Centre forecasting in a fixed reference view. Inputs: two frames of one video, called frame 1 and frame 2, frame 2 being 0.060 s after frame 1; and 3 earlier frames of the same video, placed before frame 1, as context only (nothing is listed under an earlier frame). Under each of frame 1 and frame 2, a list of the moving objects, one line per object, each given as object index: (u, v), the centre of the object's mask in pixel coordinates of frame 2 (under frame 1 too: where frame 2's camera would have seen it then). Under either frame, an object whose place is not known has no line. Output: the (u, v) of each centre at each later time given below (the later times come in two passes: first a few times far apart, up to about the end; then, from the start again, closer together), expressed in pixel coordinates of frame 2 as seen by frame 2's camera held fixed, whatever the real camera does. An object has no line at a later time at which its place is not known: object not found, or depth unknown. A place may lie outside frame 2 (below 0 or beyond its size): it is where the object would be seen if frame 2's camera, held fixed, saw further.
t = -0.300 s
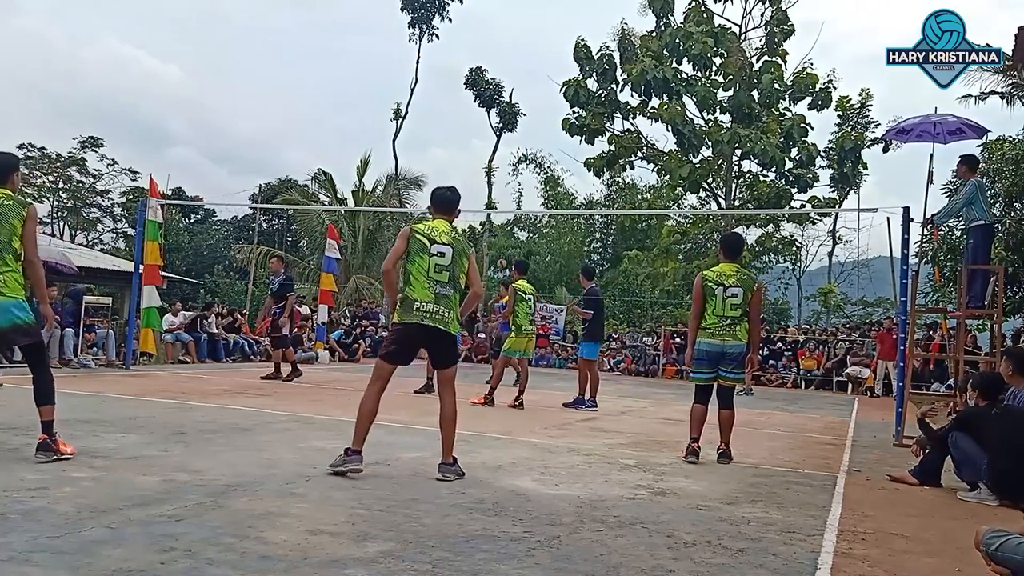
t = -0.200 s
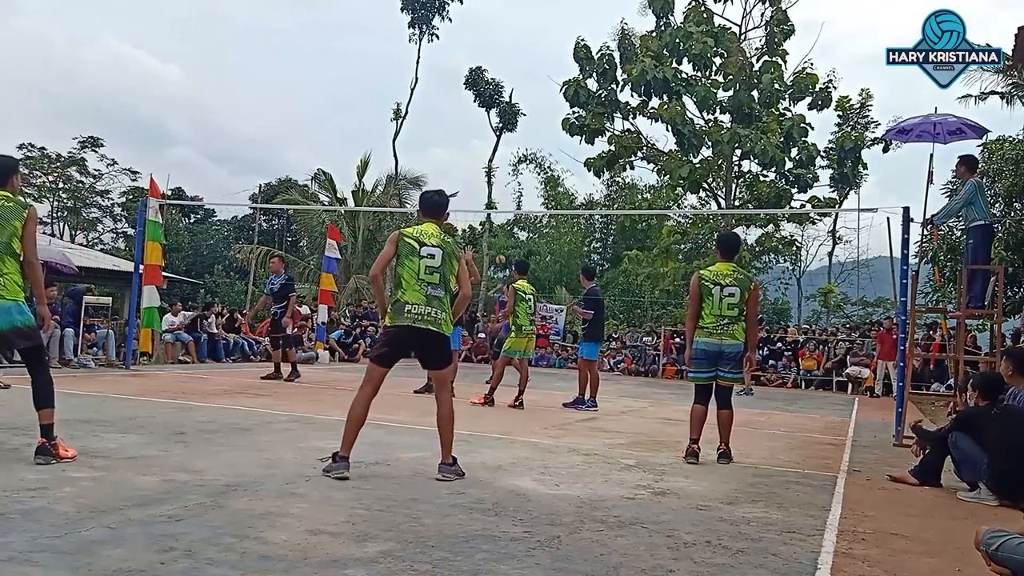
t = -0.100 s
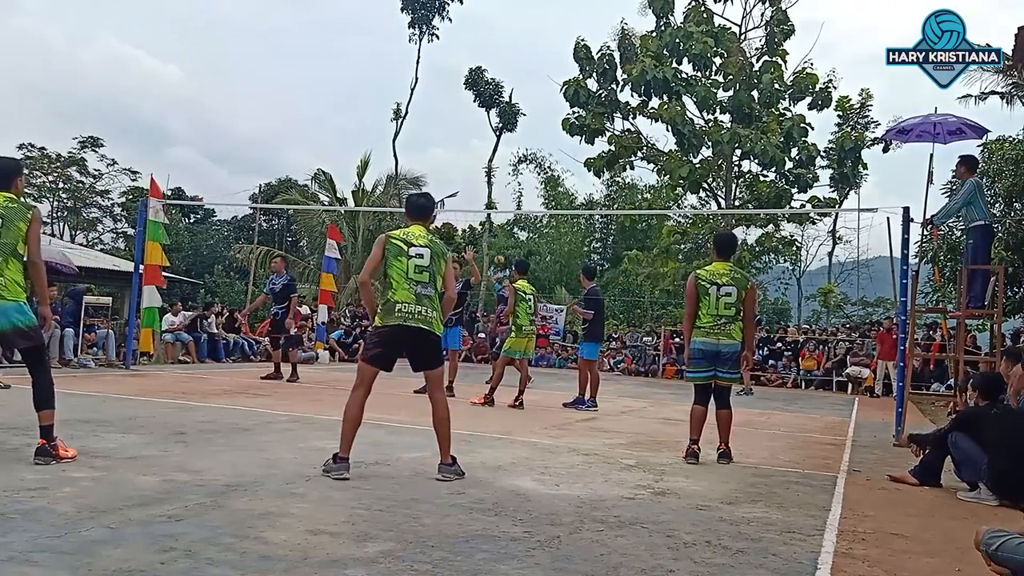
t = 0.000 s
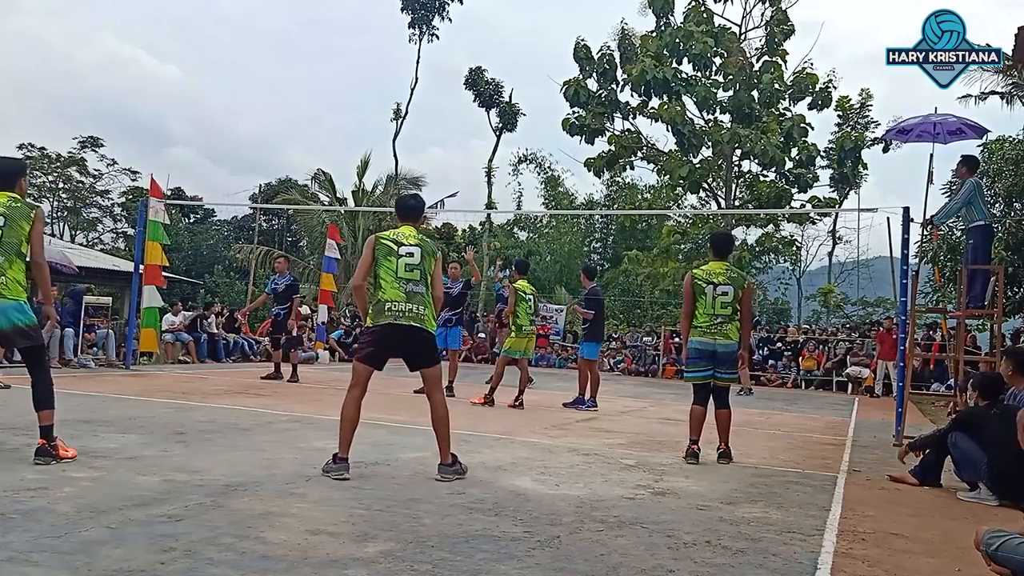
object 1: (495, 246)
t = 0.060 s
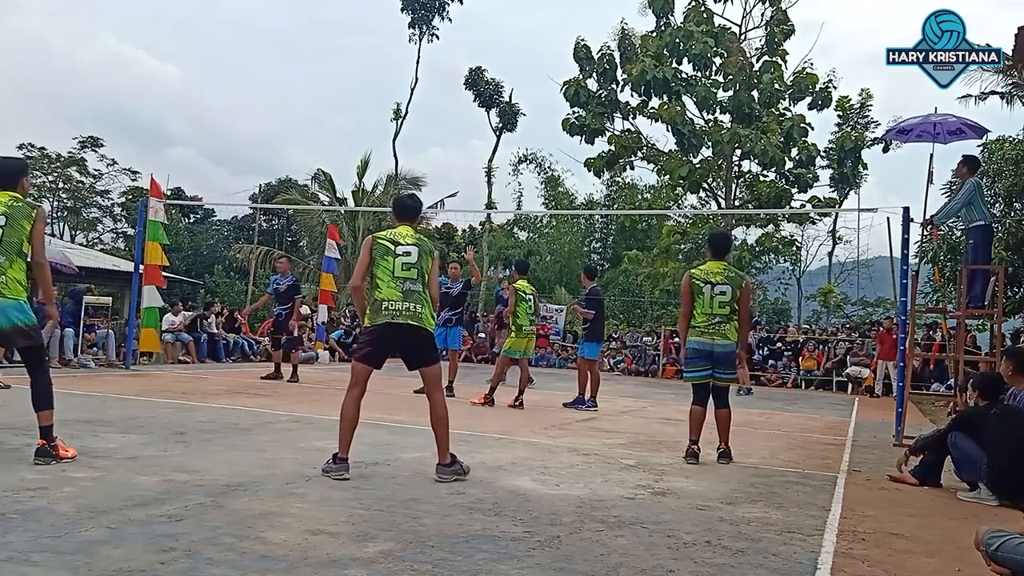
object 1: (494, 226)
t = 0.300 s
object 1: (473, 177)
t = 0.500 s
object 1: (453, 149)
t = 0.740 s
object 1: (420, 141)
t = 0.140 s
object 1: (486, 210)
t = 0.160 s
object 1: (484, 204)
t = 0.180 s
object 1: (483, 203)
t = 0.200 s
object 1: (481, 197)
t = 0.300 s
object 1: (473, 177)
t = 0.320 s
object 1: (472, 173)
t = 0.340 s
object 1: (470, 170)
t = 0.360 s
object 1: (468, 167)
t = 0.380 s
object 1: (466, 163)
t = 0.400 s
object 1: (464, 160)
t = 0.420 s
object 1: (462, 158)
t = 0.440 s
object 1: (460, 155)
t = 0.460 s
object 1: (457, 153)
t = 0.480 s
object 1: (455, 151)
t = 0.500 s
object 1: (453, 149)
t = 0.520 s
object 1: (451, 147)
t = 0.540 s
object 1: (448, 145)
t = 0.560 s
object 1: (446, 144)
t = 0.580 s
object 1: (443, 143)
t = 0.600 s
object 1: (440, 141)
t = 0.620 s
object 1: (438, 141)
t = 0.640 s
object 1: (435, 140)
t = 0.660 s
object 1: (432, 140)
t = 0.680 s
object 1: (429, 140)
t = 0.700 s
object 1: (426, 140)
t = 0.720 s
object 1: (423, 140)
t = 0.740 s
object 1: (420, 141)
